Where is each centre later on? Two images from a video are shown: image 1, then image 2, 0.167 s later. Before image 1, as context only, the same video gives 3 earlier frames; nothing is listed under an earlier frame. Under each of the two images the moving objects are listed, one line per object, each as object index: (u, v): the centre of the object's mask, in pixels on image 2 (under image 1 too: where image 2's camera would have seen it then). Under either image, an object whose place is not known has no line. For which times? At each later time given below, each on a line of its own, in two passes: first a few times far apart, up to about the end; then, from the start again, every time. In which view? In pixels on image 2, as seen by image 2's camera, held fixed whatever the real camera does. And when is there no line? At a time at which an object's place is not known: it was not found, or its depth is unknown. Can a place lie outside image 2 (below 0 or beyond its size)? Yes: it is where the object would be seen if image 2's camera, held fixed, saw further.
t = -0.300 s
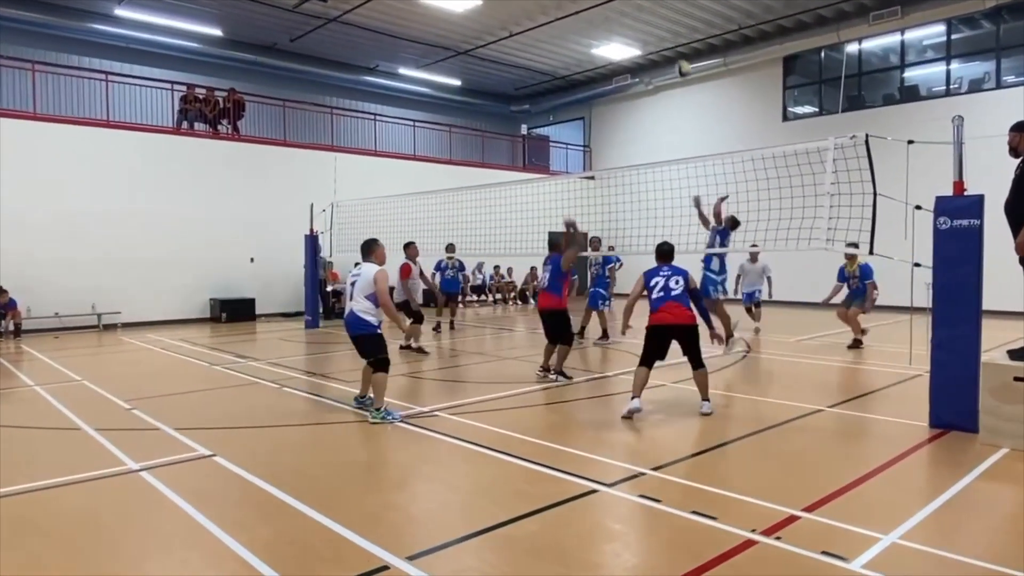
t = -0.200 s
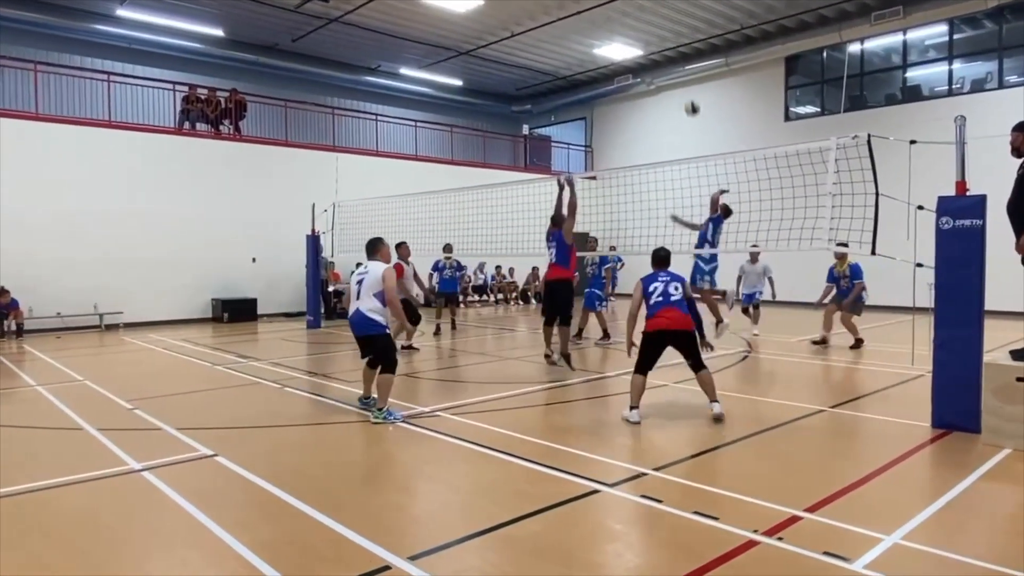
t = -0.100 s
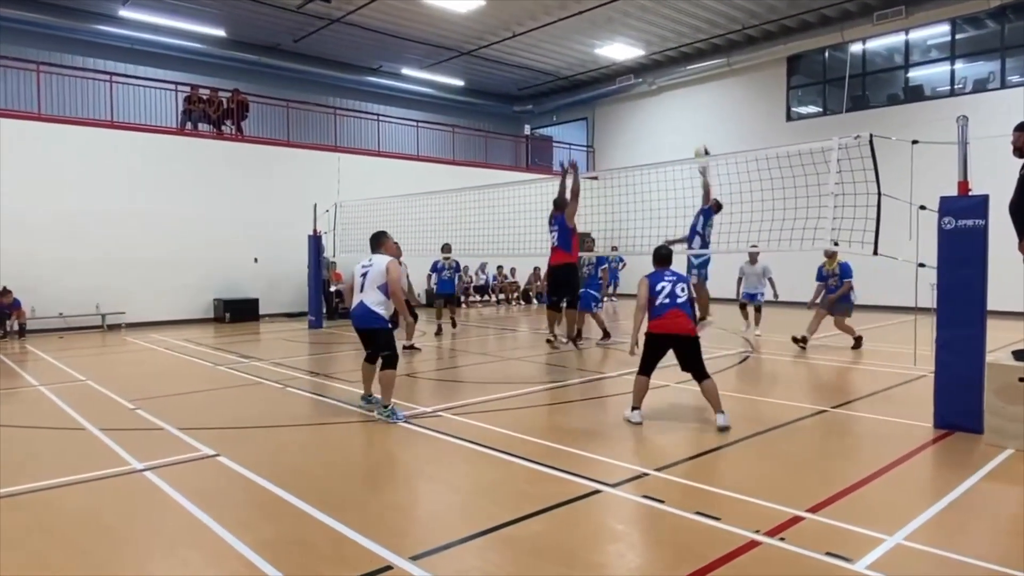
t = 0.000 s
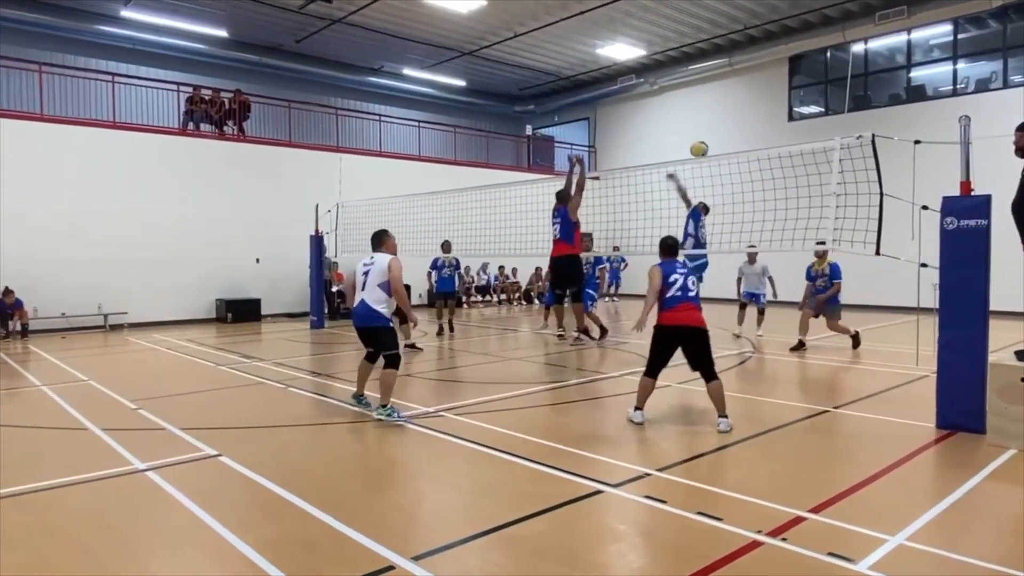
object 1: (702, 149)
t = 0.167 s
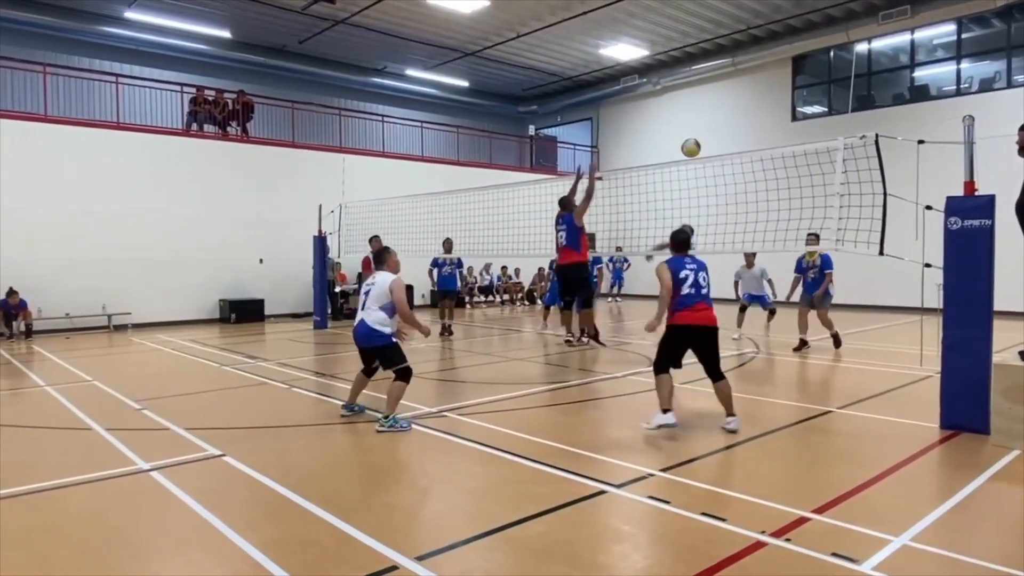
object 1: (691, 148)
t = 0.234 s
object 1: (688, 151)
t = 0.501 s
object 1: (697, 161)
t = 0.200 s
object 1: (689, 150)
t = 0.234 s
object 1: (688, 151)
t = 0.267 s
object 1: (690, 148)
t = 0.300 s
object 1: (691, 147)
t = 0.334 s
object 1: (691, 146)
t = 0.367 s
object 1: (693, 146)
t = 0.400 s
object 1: (694, 148)
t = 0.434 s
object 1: (695, 151)
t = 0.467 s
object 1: (696, 156)
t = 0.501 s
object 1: (697, 161)
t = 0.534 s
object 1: (699, 168)
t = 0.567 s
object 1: (701, 177)
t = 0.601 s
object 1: (703, 188)
